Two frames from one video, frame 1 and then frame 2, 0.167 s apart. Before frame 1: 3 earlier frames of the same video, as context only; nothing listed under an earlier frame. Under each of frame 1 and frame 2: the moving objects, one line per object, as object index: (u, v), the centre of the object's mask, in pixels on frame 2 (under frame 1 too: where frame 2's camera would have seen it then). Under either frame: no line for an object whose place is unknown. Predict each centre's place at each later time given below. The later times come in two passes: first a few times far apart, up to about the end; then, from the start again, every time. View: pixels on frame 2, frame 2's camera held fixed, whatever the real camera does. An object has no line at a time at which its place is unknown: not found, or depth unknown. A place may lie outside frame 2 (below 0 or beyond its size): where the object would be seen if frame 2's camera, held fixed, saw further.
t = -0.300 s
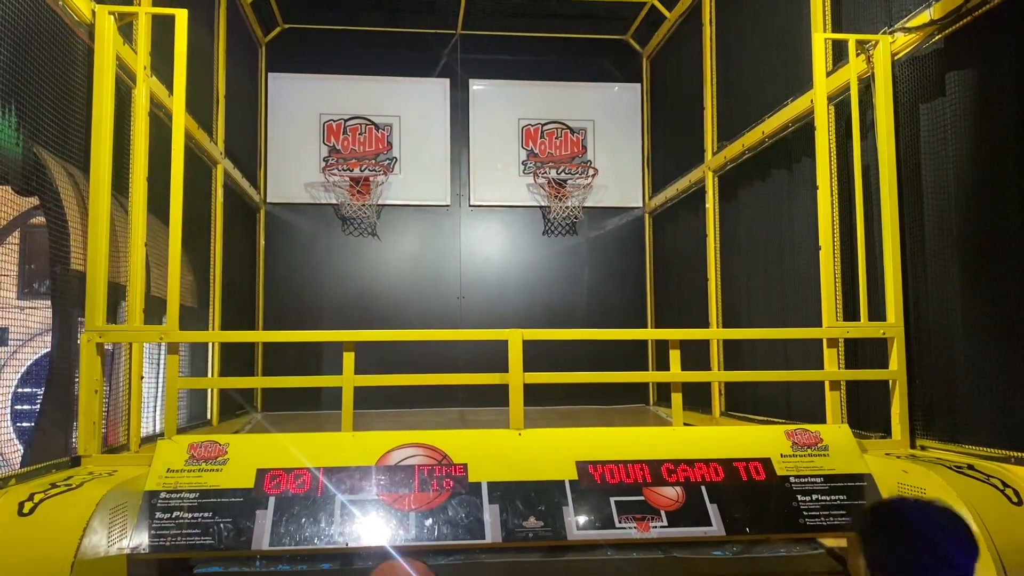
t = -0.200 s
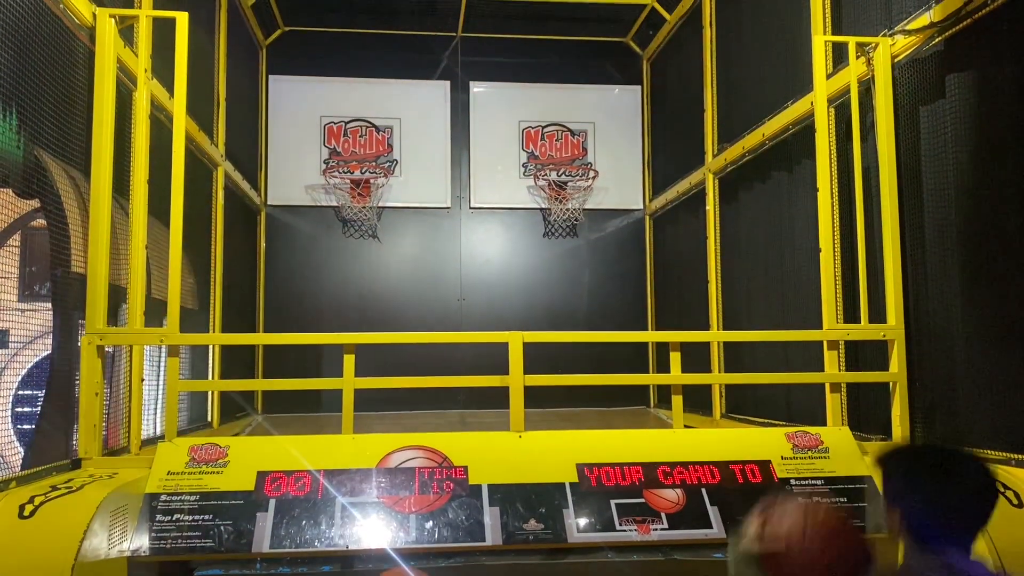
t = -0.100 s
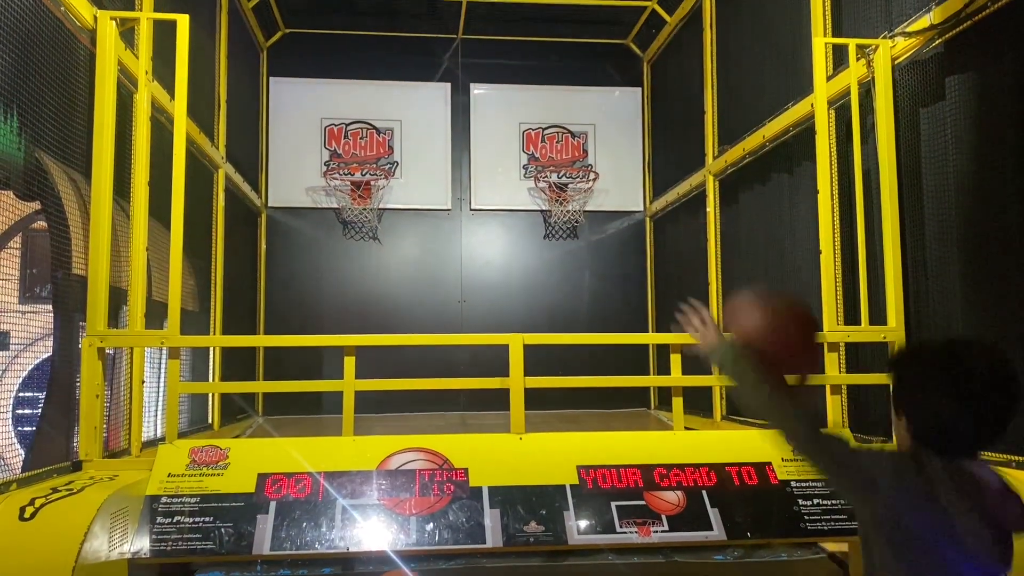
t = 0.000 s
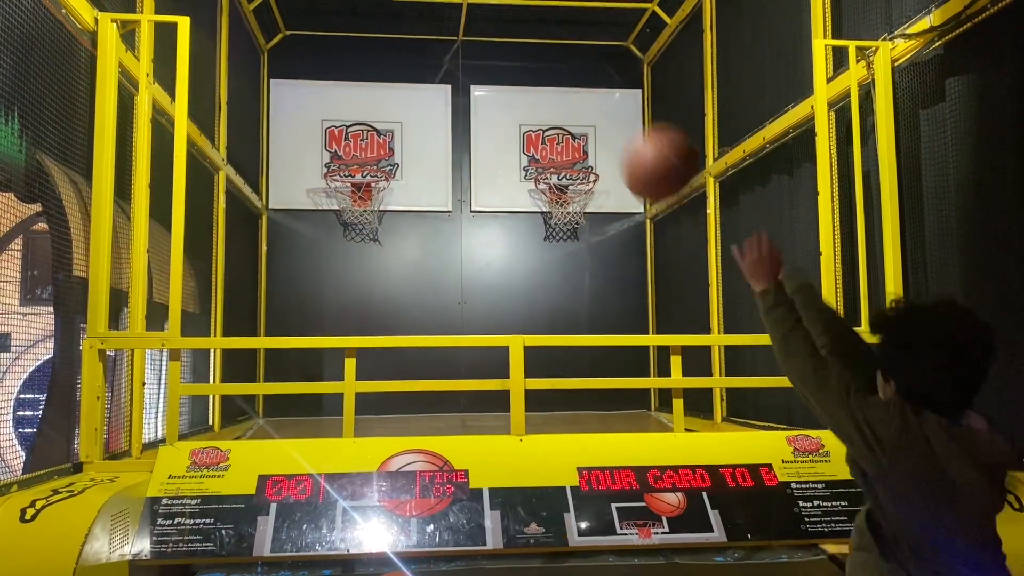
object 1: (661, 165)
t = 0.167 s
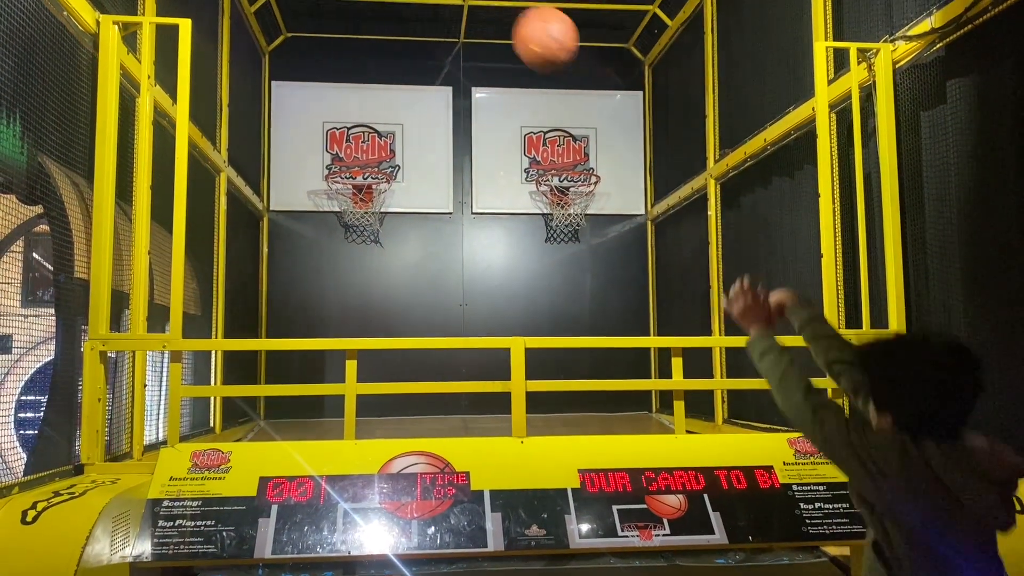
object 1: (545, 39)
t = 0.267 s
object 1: (498, 19)
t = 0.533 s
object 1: (412, 49)
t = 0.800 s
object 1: (360, 159)
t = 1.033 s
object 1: (341, 83)
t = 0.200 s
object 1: (528, 28)
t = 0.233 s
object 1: (512, 22)
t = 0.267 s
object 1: (498, 19)
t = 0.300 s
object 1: (484, 17)
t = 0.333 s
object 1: (471, 16)
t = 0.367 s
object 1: (460, 17)
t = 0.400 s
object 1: (449, 19)
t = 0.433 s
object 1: (439, 23)
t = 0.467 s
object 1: (430, 30)
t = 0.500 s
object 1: (421, 39)
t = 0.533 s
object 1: (412, 49)
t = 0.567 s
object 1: (404, 61)
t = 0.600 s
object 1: (397, 71)
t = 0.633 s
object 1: (390, 85)
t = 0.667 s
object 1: (383, 100)
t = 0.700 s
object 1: (376, 116)
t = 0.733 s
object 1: (370, 133)
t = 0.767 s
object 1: (363, 151)
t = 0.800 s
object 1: (360, 159)
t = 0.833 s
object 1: (358, 148)
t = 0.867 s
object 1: (355, 131)
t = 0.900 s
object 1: (352, 118)
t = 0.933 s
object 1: (350, 108)
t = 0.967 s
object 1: (347, 98)
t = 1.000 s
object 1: (344, 90)
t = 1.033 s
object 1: (341, 83)
